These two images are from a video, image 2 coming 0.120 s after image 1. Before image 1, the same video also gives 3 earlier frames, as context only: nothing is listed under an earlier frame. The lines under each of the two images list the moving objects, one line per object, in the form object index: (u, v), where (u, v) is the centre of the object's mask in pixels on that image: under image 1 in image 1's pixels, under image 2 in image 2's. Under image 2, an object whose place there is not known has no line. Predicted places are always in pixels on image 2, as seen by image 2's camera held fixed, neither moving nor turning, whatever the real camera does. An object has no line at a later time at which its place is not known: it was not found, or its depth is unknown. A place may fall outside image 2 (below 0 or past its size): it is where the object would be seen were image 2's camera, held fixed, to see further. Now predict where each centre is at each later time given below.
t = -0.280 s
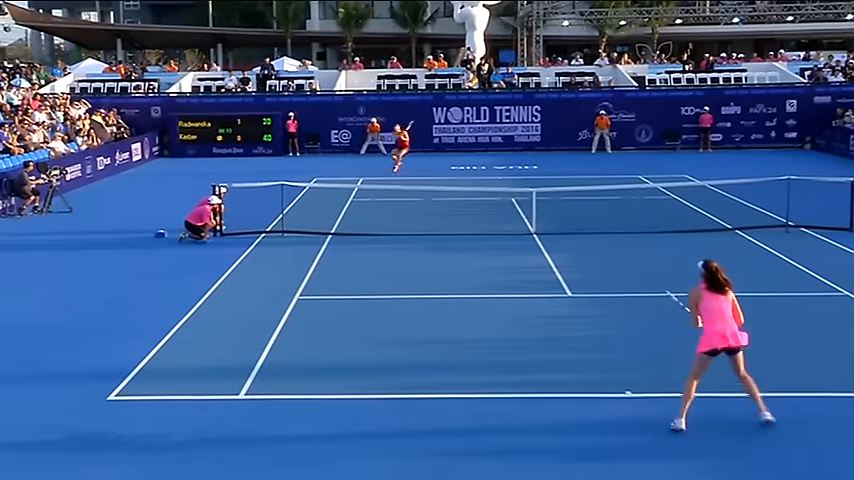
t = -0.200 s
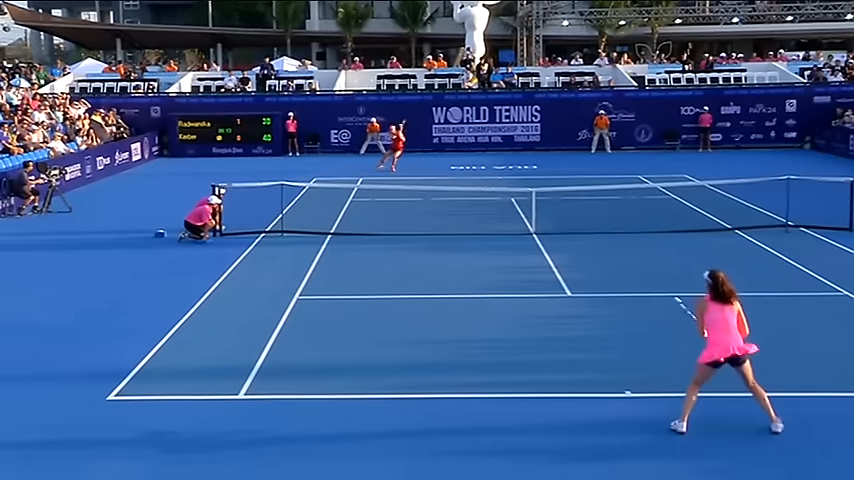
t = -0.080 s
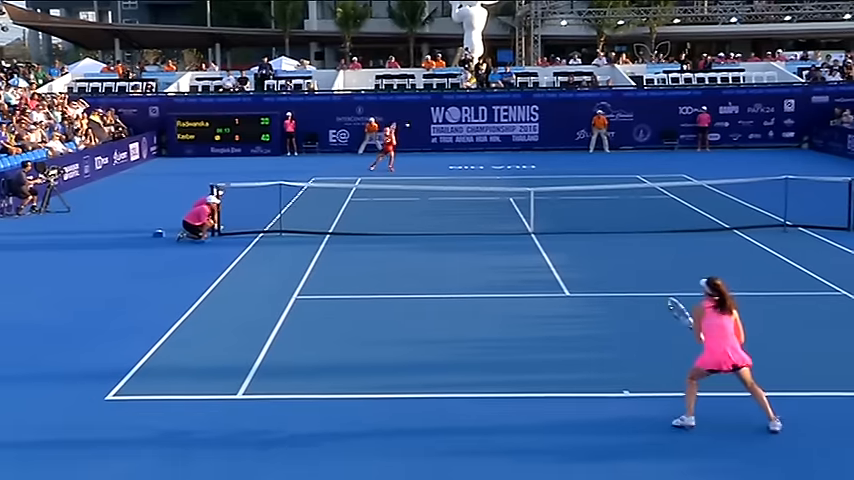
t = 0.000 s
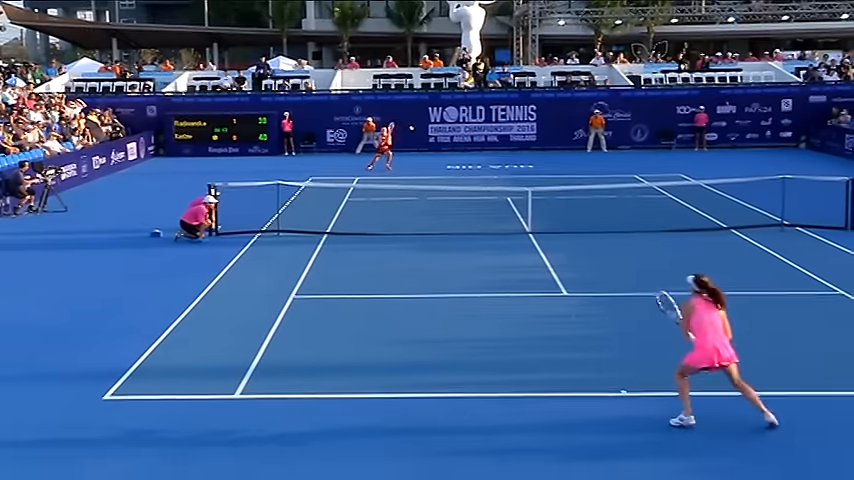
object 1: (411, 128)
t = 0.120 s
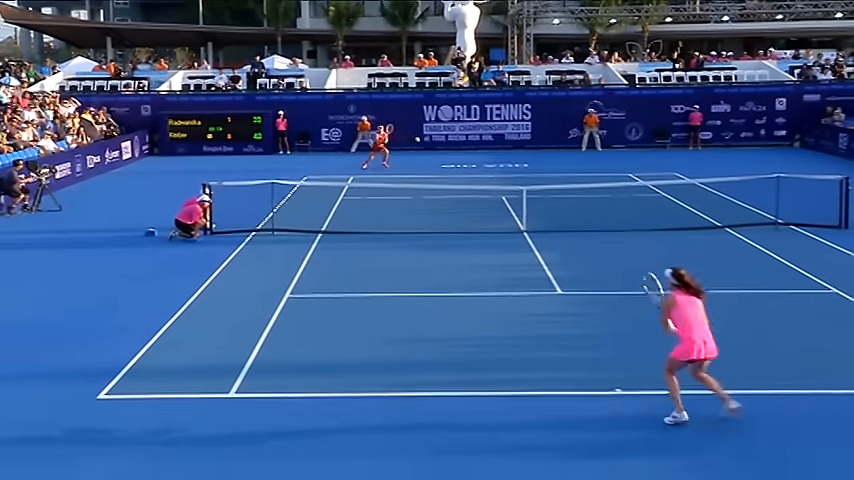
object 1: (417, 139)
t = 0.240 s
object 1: (431, 161)
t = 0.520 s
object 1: (480, 272)
